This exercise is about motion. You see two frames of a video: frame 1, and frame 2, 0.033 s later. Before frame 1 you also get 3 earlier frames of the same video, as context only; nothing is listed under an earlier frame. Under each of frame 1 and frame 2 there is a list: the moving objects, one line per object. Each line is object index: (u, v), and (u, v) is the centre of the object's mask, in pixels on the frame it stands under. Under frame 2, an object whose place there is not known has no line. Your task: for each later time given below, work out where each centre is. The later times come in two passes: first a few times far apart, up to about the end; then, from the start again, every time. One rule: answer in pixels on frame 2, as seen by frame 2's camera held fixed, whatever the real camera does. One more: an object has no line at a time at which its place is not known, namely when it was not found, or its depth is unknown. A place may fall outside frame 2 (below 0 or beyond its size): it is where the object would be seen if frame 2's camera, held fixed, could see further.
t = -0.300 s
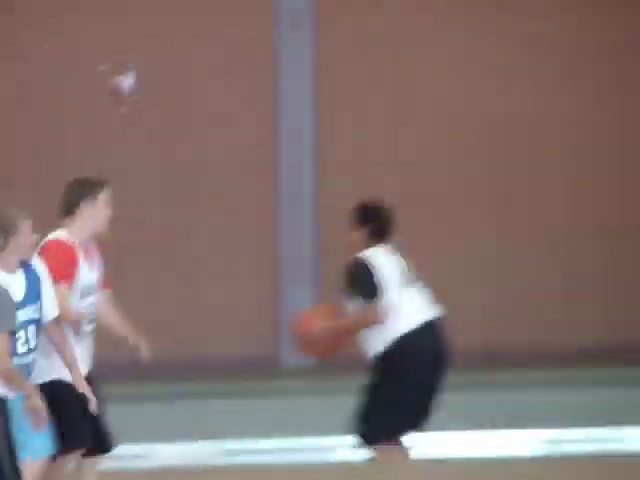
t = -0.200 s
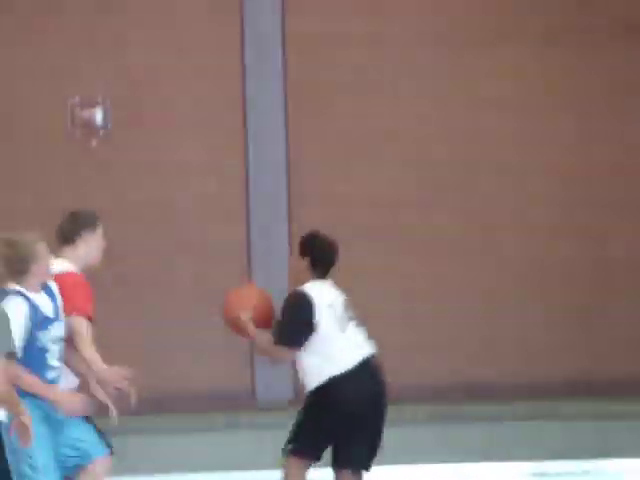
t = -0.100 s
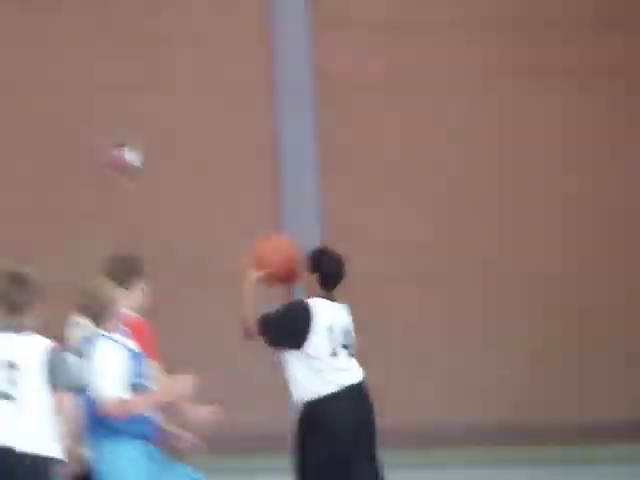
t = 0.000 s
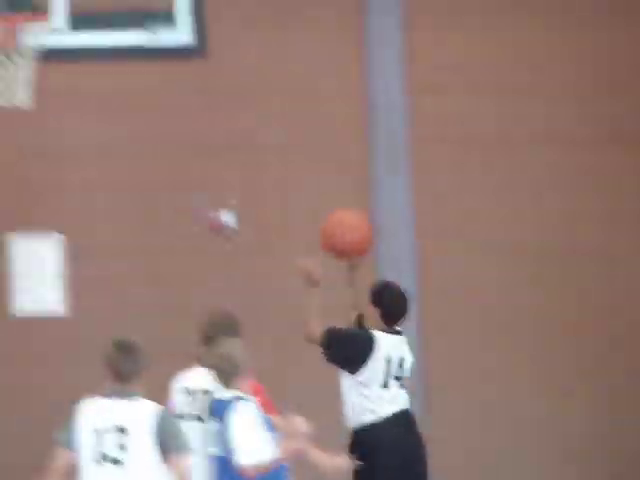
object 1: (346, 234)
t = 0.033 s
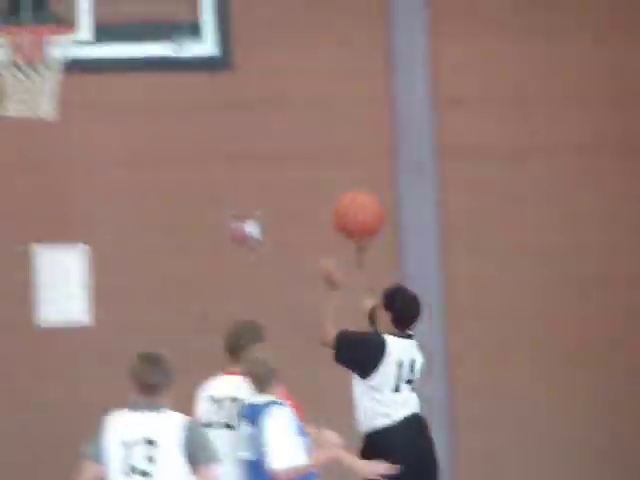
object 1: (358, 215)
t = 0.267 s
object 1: (228, 26)
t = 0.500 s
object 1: (98, -55)
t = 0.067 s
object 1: (341, 182)
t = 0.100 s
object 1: (322, 150)
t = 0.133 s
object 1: (303, 121)
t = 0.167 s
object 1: (284, 93)
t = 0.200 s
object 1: (265, 69)
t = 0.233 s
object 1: (246, 46)
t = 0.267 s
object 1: (228, 26)
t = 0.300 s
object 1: (209, 8)
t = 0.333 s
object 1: (189, -8)
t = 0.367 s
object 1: (172, -22)
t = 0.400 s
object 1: (152, -33)
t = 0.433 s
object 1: (133, -43)
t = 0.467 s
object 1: (117, -50)
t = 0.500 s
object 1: (98, -55)
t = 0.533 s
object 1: (84, -55)
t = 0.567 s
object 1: (72, -53)
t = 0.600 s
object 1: (61, -50)
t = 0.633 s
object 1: (49, -40)
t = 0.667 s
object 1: (38, -31)
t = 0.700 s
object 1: (27, -19)
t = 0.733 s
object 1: (16, -5)
